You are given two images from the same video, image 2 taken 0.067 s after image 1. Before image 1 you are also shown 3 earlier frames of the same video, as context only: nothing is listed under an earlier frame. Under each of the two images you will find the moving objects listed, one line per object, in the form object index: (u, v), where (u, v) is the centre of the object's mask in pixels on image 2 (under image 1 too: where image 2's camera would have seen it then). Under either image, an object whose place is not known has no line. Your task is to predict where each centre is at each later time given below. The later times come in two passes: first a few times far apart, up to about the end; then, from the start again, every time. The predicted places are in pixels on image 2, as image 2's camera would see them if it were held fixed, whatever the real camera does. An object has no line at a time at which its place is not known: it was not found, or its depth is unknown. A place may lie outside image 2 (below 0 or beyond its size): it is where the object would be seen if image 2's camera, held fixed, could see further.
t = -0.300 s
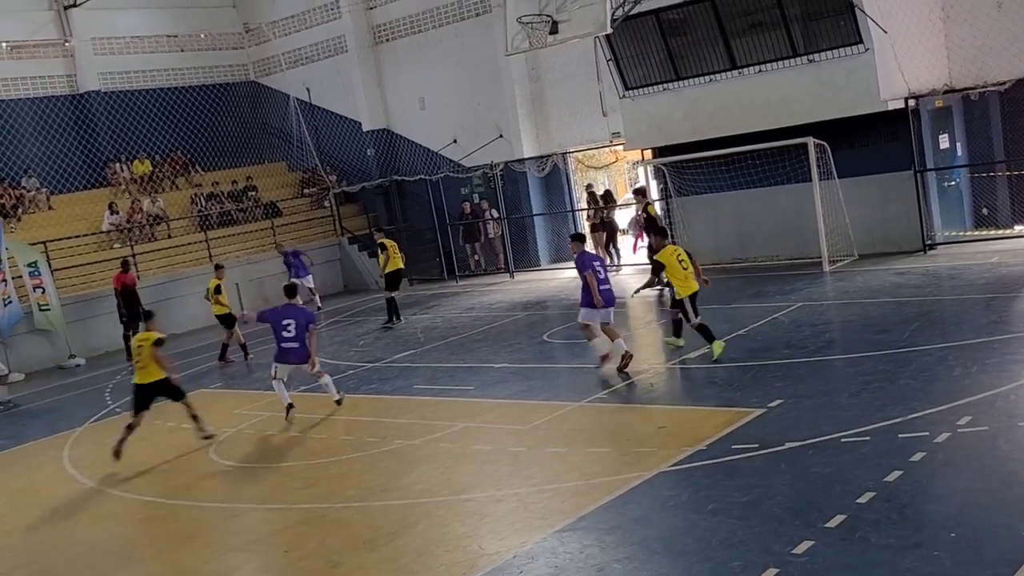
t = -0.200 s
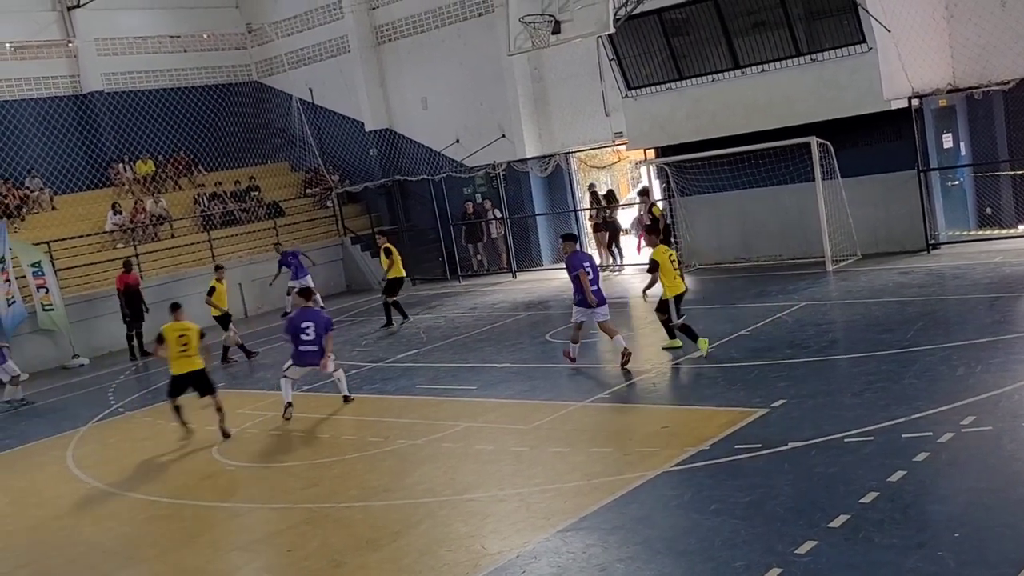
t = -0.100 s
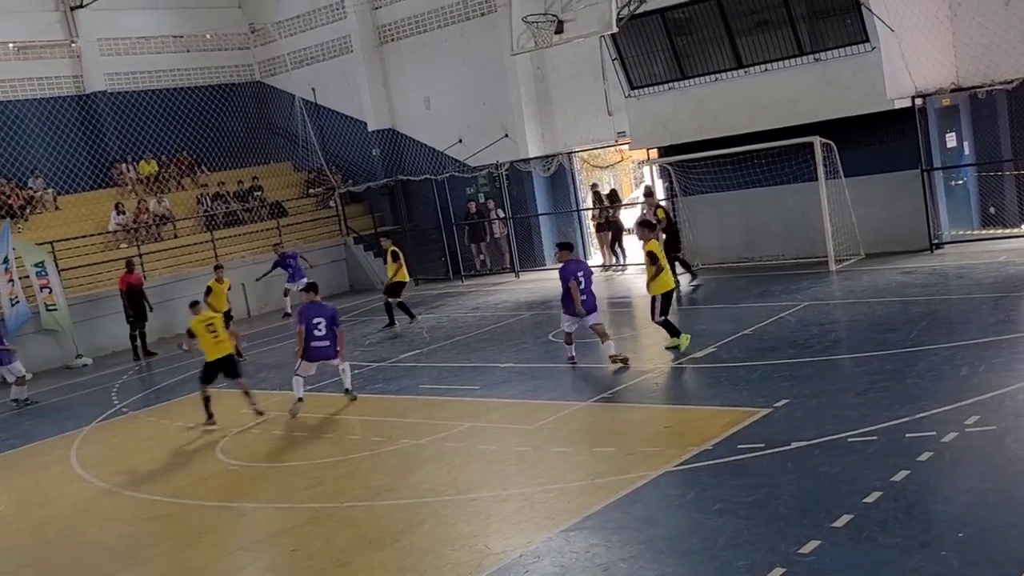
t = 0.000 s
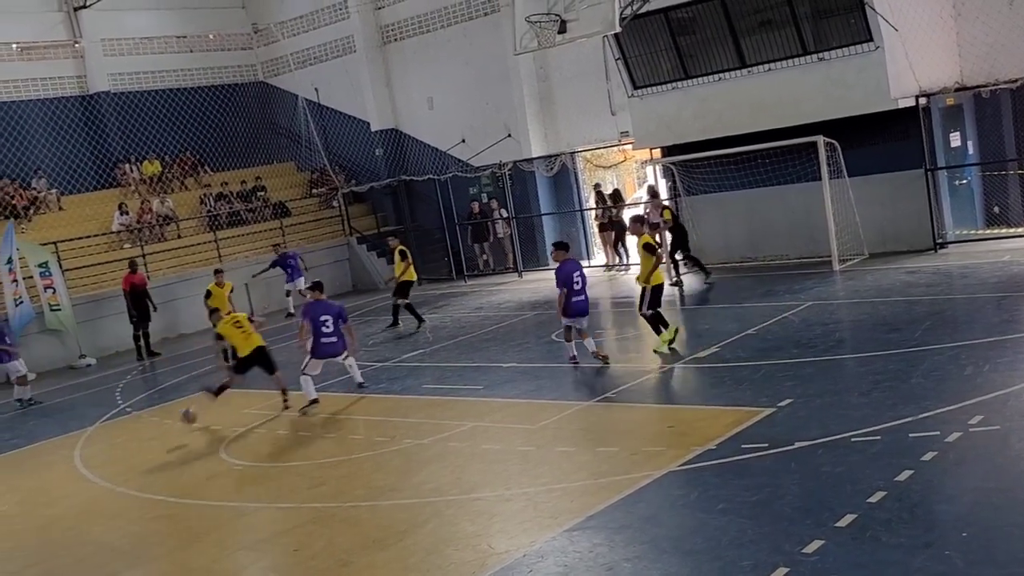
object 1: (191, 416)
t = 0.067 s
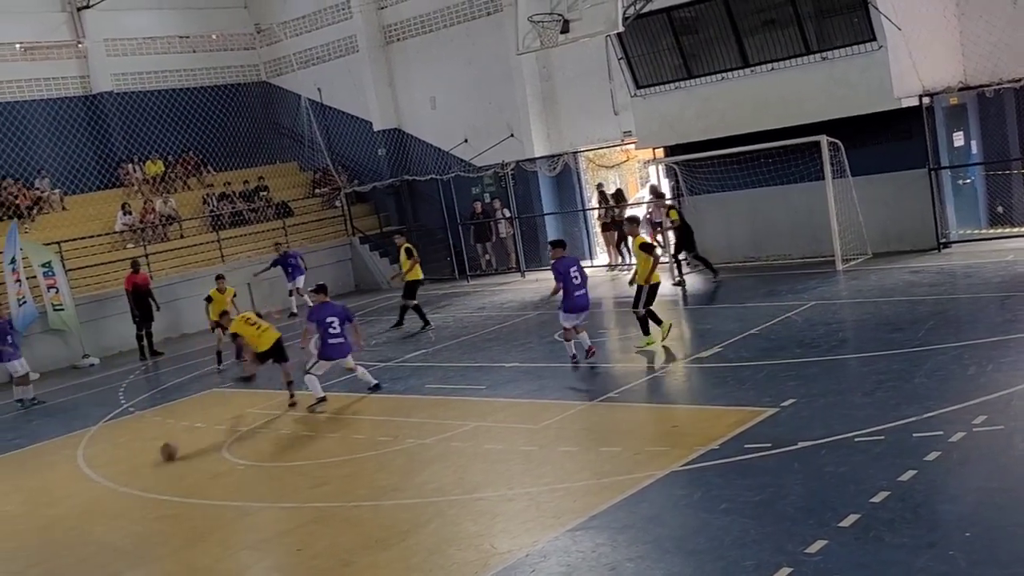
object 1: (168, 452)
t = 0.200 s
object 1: (115, 471)
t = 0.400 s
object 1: (20, 552)
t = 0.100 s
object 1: (155, 455)
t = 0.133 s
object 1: (142, 459)
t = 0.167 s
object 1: (129, 464)
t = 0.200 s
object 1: (115, 471)
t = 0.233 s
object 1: (100, 480)
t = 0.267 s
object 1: (85, 490)
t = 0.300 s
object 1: (69, 502)
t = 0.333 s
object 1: (54, 516)
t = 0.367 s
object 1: (39, 533)
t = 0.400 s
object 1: (20, 552)
